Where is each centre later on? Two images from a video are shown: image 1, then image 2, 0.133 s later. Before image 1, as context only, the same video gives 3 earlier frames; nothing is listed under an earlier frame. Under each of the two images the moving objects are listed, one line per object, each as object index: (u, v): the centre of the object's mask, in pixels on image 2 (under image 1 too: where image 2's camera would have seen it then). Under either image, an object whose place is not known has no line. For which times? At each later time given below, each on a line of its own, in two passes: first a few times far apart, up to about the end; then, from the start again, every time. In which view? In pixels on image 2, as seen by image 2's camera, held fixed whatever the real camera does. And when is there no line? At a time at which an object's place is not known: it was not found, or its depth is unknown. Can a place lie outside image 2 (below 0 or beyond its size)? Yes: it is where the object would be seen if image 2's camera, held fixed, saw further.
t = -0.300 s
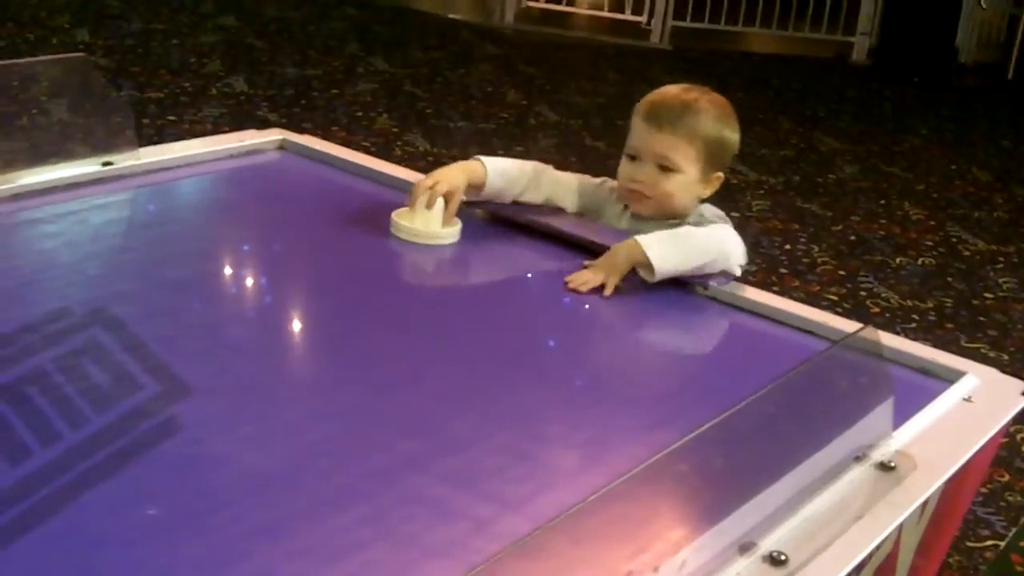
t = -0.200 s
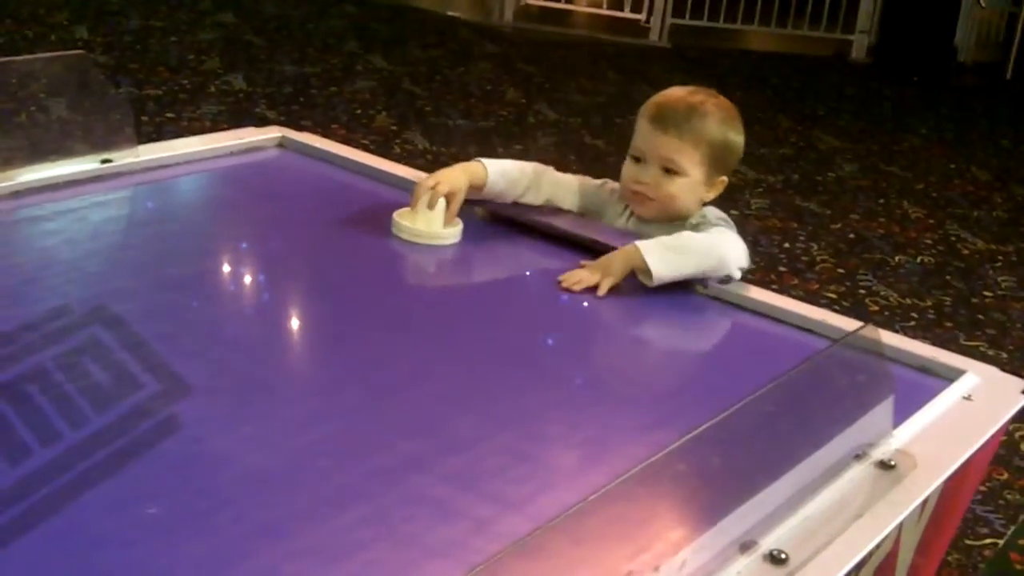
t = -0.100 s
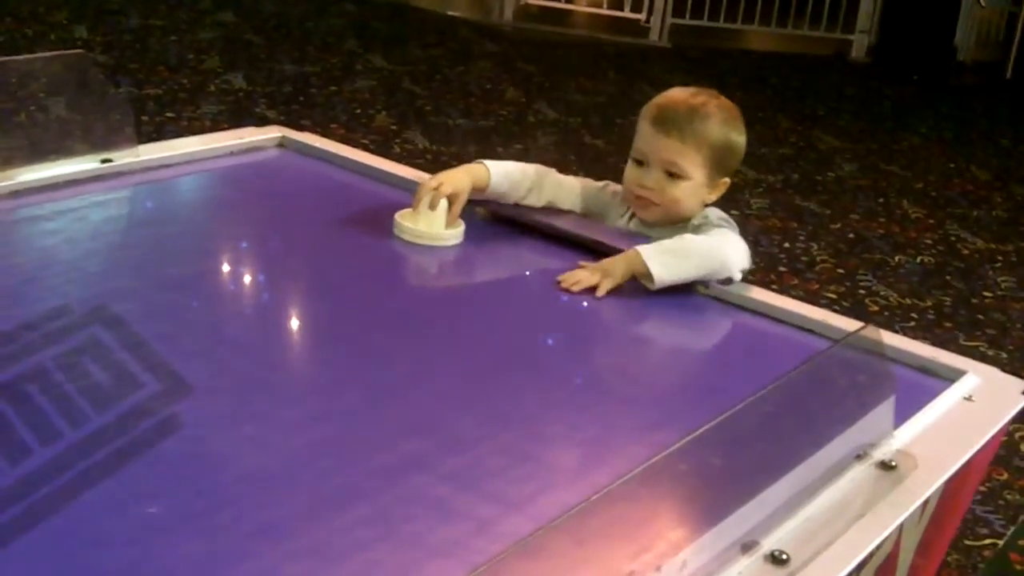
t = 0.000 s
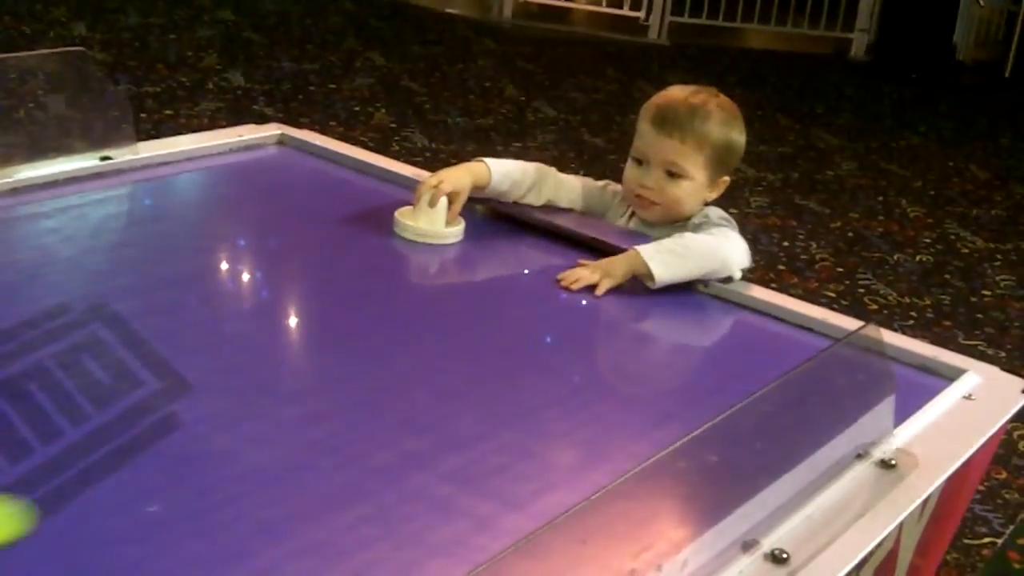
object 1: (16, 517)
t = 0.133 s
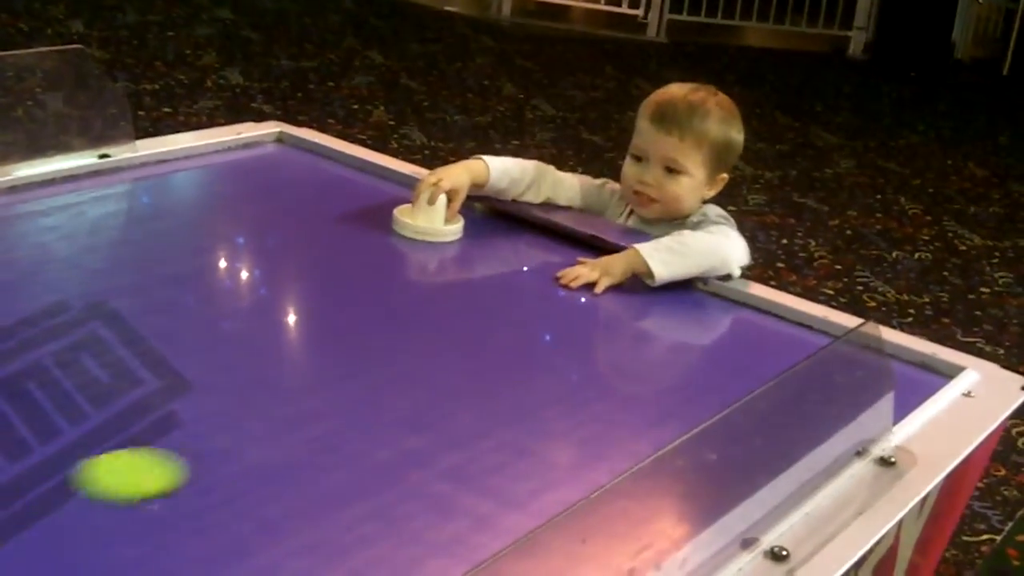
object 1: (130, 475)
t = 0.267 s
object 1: (267, 434)
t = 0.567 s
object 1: (512, 365)
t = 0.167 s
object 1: (165, 464)
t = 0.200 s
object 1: (201, 453)
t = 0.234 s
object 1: (235, 444)
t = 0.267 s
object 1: (267, 434)
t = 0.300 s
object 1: (300, 425)
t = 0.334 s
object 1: (329, 416)
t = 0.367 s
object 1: (358, 408)
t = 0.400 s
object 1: (386, 400)
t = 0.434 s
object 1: (414, 393)
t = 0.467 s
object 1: (439, 386)
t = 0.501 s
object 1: (464, 378)
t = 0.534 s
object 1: (488, 372)
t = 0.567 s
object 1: (512, 365)
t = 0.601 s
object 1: (534, 359)
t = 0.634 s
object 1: (556, 354)
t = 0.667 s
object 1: (577, 348)
